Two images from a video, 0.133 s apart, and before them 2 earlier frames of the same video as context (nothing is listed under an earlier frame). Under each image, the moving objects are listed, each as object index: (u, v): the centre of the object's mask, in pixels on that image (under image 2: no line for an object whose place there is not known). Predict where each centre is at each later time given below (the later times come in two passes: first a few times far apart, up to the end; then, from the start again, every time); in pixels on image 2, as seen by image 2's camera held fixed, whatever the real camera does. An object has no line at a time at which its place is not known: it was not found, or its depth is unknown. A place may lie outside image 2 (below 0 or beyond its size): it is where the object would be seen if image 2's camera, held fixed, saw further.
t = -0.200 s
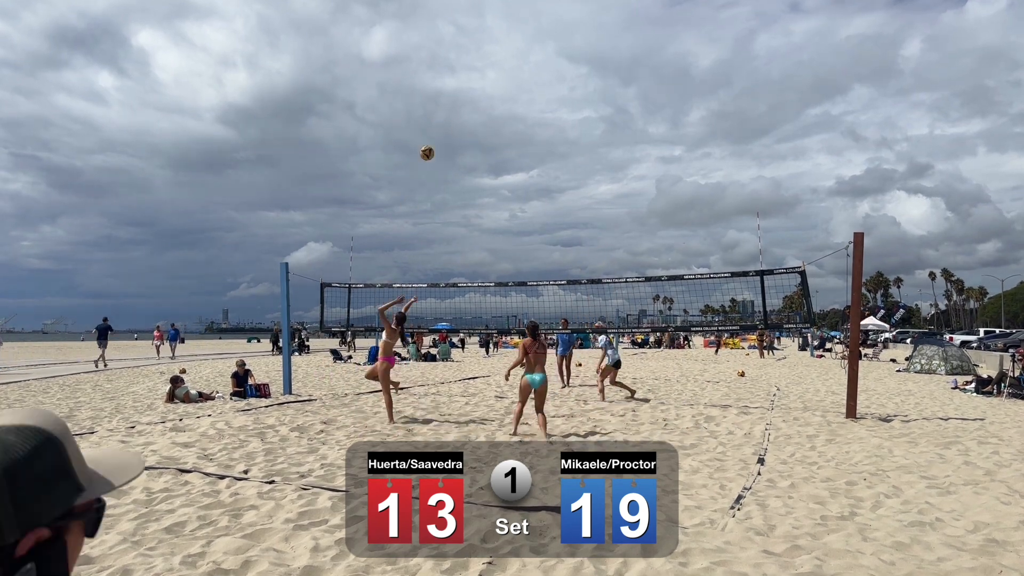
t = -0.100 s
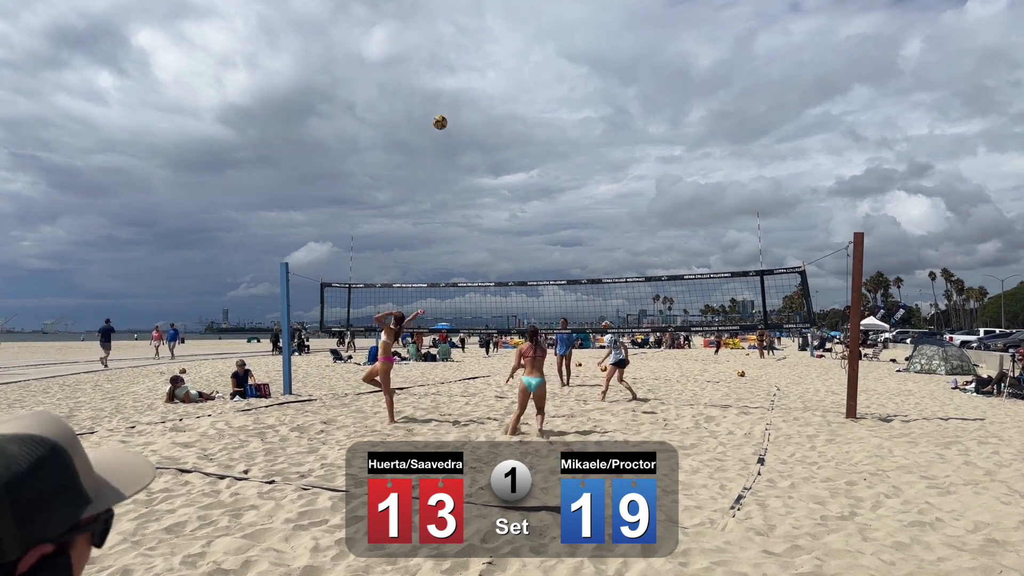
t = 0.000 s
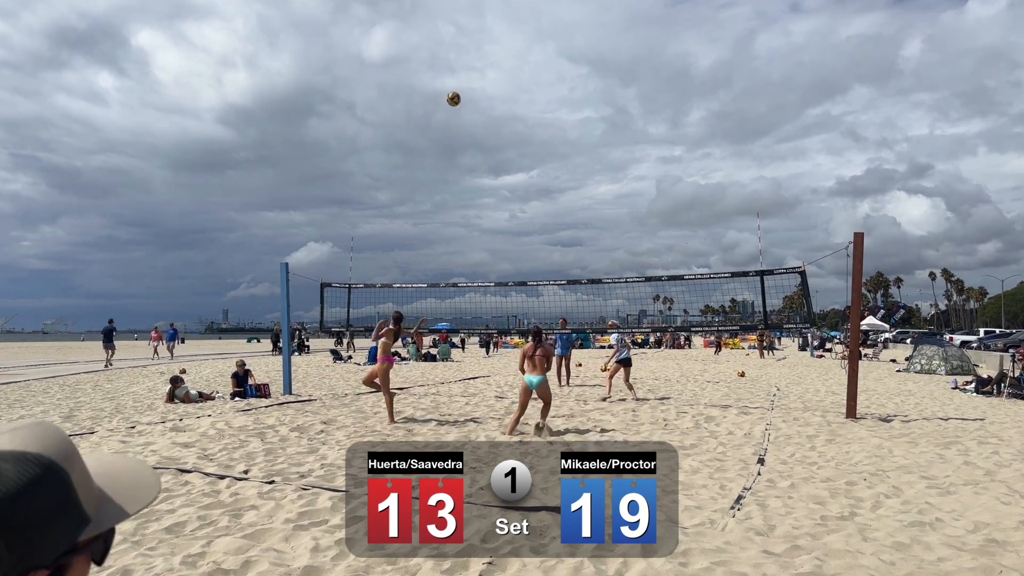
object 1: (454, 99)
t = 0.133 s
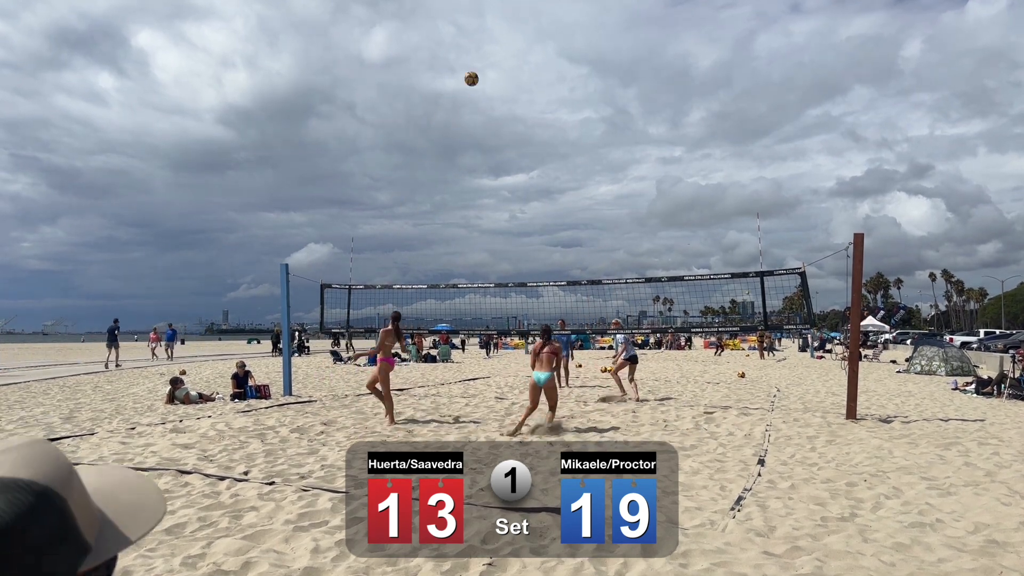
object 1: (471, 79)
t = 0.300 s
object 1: (495, 68)
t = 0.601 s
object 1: (540, 93)
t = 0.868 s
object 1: (583, 161)
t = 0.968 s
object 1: (601, 197)
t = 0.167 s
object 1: (476, 75)
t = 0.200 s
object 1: (481, 72)
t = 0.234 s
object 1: (486, 70)
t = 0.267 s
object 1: (490, 68)
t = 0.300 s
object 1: (495, 68)
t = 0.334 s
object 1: (500, 68)
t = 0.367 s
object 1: (505, 69)
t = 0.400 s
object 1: (510, 70)
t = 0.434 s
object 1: (515, 72)
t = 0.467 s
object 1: (520, 75)
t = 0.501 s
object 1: (525, 79)
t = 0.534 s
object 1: (530, 83)
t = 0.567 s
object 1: (535, 88)
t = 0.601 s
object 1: (540, 93)
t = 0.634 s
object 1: (545, 99)
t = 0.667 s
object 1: (550, 106)
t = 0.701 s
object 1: (556, 114)
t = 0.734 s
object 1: (561, 122)
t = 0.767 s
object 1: (567, 131)
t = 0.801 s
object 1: (572, 140)
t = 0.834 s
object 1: (578, 150)
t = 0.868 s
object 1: (583, 161)
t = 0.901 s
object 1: (589, 172)
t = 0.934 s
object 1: (595, 185)
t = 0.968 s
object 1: (601, 197)
